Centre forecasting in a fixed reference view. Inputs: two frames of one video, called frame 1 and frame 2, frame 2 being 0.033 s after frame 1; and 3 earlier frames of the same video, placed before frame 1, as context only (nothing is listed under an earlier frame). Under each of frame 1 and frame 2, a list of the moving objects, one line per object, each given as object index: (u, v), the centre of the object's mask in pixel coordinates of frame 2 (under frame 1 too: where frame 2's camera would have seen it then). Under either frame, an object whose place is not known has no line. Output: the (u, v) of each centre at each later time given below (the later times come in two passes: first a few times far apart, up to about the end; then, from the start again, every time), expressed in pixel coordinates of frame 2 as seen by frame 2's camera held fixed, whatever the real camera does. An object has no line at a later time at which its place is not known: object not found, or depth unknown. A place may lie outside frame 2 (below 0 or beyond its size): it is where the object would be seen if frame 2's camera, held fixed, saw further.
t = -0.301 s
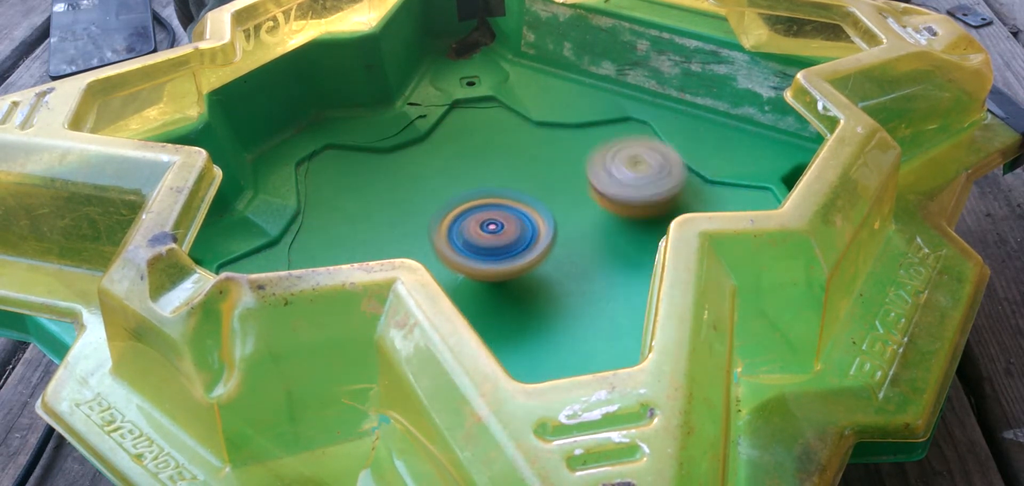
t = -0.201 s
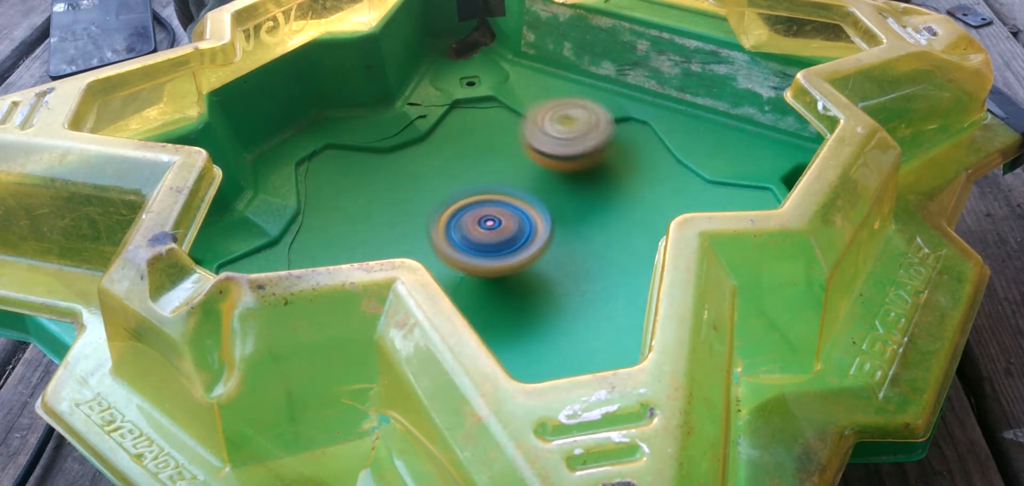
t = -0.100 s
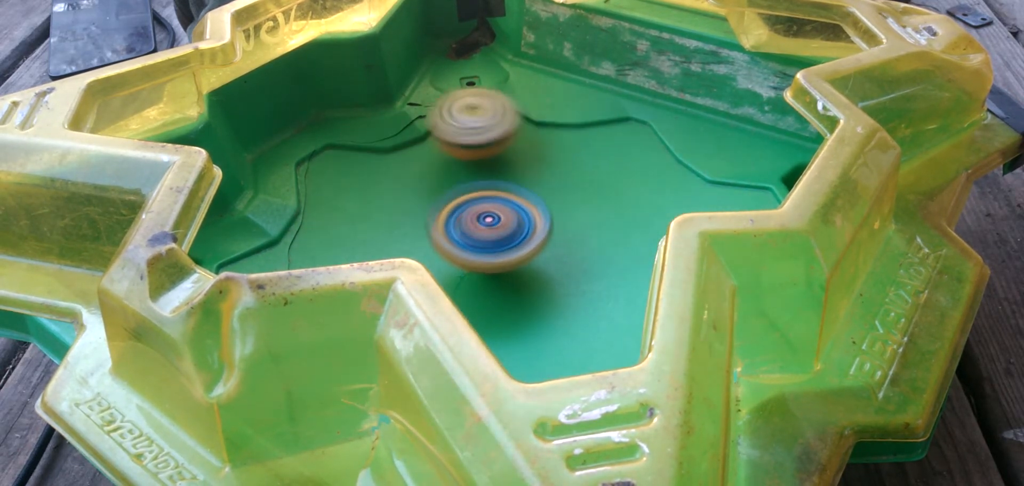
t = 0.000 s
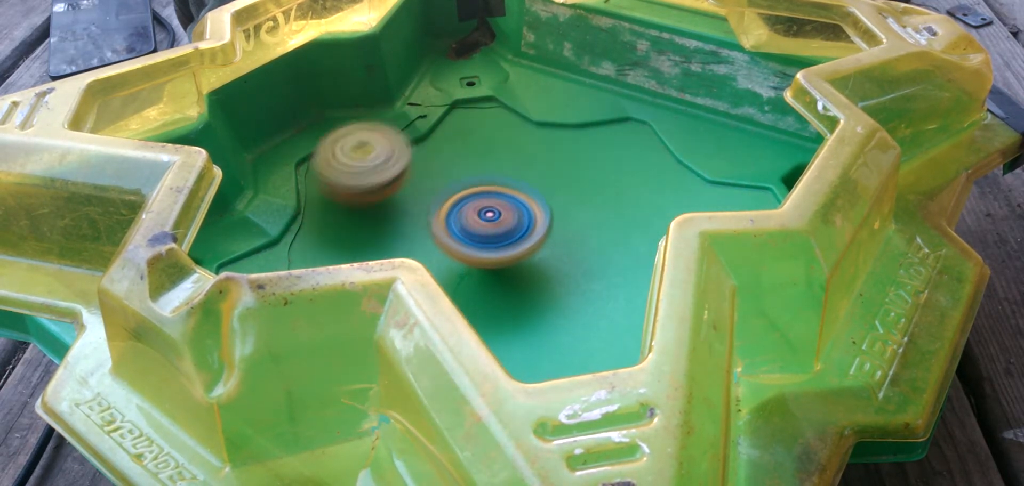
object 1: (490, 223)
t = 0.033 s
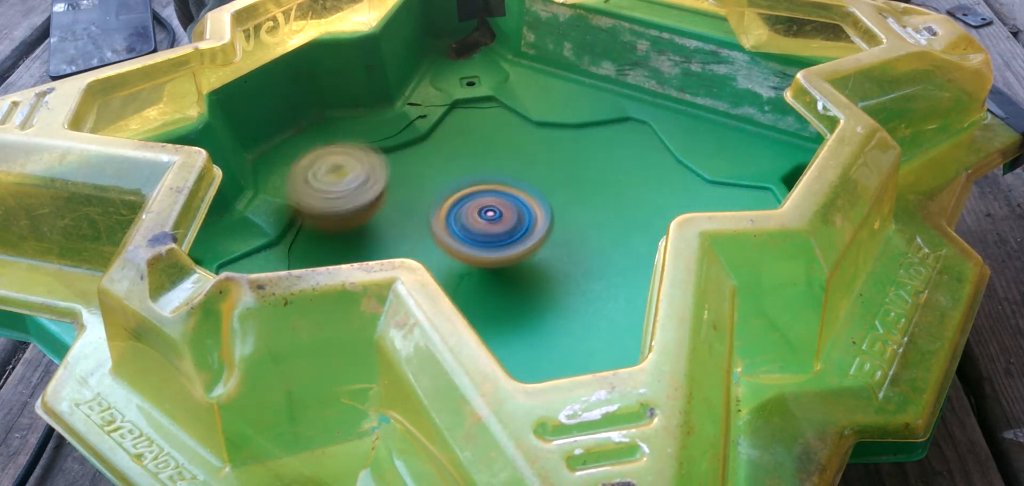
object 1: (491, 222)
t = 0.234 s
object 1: (495, 215)
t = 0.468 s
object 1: (501, 209)
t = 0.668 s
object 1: (506, 209)
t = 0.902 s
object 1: (509, 210)
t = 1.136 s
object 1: (510, 218)
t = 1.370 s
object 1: (512, 224)
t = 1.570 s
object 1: (508, 228)
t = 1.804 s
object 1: (499, 235)
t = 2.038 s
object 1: (492, 238)
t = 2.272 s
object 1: (491, 238)
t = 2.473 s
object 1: (495, 233)
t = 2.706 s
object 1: (503, 222)
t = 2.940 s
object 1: (499, 220)
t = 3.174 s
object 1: (498, 221)
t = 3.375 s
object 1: (498, 220)
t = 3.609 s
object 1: (496, 220)
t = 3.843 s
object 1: (495, 219)
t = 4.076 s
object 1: (497, 216)
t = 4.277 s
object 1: (504, 217)
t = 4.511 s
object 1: (509, 219)
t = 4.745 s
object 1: (507, 225)
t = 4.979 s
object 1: (502, 225)
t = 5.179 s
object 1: (501, 223)
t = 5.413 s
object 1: (502, 222)
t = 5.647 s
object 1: (505, 222)
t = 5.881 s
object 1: (508, 221)
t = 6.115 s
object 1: (507, 222)
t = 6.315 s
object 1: (506, 223)
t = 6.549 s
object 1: (502, 221)
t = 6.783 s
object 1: (505, 219)
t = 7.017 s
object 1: (508, 220)
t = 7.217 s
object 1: (504, 218)
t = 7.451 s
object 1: (499, 216)
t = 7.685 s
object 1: (498, 218)
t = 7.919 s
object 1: (499, 221)
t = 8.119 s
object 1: (502, 225)
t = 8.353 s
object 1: (503, 228)
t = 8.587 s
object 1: (504, 228)
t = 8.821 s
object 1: (504, 227)
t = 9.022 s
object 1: (504, 225)
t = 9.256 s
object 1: (505, 224)
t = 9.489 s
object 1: (508, 224)
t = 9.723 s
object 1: (511, 221)
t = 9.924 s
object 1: (514, 220)
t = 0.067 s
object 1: (491, 221)
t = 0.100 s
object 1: (491, 220)
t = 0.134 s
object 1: (492, 218)
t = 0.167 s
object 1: (493, 217)
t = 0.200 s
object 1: (493, 217)
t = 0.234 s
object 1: (495, 215)
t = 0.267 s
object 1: (496, 215)
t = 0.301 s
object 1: (496, 214)
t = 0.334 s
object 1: (497, 213)
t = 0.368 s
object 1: (498, 212)
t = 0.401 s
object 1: (499, 211)
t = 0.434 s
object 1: (500, 210)
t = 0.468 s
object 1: (501, 209)
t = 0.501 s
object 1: (502, 209)
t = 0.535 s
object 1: (503, 209)
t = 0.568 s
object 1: (503, 209)
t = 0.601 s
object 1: (504, 209)
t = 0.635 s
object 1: (505, 209)
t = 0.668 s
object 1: (506, 209)
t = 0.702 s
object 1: (506, 209)
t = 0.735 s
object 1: (507, 209)
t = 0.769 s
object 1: (508, 209)
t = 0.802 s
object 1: (509, 210)
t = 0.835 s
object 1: (509, 210)
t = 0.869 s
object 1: (509, 210)
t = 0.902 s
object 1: (509, 210)
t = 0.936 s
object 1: (510, 211)
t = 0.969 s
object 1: (511, 212)
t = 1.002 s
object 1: (510, 213)
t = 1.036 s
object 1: (511, 214)
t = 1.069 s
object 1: (511, 215)
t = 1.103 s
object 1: (511, 216)
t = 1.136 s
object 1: (510, 218)
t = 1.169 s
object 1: (510, 219)
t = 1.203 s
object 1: (511, 220)
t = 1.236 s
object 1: (512, 221)
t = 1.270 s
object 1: (513, 223)
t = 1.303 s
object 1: (512, 223)
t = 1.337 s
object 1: (512, 224)
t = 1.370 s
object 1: (512, 224)
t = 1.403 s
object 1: (512, 225)
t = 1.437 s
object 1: (512, 226)
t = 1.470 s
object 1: (510, 227)
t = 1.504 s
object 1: (510, 228)
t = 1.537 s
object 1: (509, 228)
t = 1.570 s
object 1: (508, 228)
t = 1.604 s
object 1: (508, 230)
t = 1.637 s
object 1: (506, 231)
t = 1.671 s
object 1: (504, 232)
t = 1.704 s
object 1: (503, 232)
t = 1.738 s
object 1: (502, 233)
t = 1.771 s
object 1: (501, 234)
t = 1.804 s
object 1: (499, 235)
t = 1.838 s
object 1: (498, 235)
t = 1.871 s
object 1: (496, 235)
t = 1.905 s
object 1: (495, 236)
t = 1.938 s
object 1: (494, 236)
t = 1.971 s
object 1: (494, 236)
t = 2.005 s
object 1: (493, 237)
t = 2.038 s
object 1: (492, 238)
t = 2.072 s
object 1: (491, 238)
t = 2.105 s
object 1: (491, 238)
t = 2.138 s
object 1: (492, 238)
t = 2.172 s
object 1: (492, 238)
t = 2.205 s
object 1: (492, 238)
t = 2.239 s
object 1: (492, 238)
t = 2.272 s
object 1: (491, 238)
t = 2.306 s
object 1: (491, 237)
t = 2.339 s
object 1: (492, 236)
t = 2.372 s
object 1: (492, 235)
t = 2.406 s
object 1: (494, 235)
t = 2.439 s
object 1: (494, 234)
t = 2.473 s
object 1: (495, 233)
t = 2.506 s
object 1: (496, 232)
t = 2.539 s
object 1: (496, 232)
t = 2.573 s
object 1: (498, 229)
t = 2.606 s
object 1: (500, 227)
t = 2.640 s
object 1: (500, 225)
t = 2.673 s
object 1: (502, 223)
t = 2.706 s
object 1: (503, 222)
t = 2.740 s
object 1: (503, 222)
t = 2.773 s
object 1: (502, 222)
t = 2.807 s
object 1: (502, 221)
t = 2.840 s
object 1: (501, 221)
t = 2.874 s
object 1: (501, 221)
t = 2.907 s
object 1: (501, 221)
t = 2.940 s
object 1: (499, 220)
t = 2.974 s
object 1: (499, 220)
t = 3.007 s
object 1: (499, 221)
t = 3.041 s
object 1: (499, 222)
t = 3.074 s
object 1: (498, 222)
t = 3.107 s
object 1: (498, 222)
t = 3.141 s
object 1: (498, 221)
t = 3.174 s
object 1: (498, 221)
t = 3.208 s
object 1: (497, 220)
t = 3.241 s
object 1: (498, 220)
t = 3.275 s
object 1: (498, 220)
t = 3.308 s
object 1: (498, 220)
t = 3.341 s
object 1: (498, 220)
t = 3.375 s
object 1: (498, 220)
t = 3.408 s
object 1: (498, 220)
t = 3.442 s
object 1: (498, 220)
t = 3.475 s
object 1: (498, 220)
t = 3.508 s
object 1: (497, 220)
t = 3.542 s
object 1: (497, 220)
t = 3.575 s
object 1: (497, 220)
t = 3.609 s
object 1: (496, 220)
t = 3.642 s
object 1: (496, 220)
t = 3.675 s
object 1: (496, 220)
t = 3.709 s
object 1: (495, 220)
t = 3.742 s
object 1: (495, 219)
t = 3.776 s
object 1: (495, 219)
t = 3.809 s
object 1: (495, 219)
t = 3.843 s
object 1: (495, 219)
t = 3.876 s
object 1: (495, 219)
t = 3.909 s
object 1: (495, 219)
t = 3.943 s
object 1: (496, 219)
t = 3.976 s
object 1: (496, 218)
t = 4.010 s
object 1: (497, 217)
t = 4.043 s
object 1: (497, 216)
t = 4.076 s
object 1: (497, 216)
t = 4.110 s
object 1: (498, 216)
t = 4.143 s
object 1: (499, 216)
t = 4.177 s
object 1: (501, 216)
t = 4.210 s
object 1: (501, 216)
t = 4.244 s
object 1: (502, 217)
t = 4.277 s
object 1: (504, 217)
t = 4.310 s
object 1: (505, 217)
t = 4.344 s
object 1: (506, 218)
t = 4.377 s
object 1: (507, 218)
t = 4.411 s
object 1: (508, 218)
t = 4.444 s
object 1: (508, 219)
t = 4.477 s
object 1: (509, 219)
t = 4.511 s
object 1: (509, 219)
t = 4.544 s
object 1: (510, 220)
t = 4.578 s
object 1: (510, 221)
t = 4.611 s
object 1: (510, 222)
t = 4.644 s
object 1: (509, 223)
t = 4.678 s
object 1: (508, 224)
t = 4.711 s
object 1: (508, 224)
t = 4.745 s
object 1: (507, 225)
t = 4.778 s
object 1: (506, 225)
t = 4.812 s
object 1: (505, 225)
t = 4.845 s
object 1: (505, 225)
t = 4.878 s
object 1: (504, 225)
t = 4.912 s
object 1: (504, 225)
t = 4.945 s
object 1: (503, 225)
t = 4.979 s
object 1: (502, 225)
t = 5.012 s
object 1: (502, 225)
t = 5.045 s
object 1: (502, 225)
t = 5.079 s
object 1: (502, 225)
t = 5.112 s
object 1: (502, 224)
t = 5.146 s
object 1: (501, 223)
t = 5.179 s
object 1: (501, 223)
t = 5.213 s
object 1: (500, 223)
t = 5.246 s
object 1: (501, 223)
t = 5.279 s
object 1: (501, 223)
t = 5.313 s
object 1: (502, 223)
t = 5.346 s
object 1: (502, 223)
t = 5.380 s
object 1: (502, 222)
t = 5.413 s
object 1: (502, 222)
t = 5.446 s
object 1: (502, 222)
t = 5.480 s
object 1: (503, 222)
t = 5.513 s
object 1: (503, 222)
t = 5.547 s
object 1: (503, 221)
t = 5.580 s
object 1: (504, 221)
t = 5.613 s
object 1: (505, 221)
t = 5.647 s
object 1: (505, 222)
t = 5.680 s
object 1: (506, 221)
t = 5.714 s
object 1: (507, 221)
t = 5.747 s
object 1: (506, 221)
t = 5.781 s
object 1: (507, 221)
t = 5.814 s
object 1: (507, 221)
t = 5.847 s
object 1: (508, 222)
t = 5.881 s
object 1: (508, 221)
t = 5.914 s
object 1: (508, 221)
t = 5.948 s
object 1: (508, 221)
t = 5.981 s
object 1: (508, 221)
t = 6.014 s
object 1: (508, 222)
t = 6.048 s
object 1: (508, 222)
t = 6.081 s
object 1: (508, 222)
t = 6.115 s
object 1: (507, 222)
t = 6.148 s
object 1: (507, 222)
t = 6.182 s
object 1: (507, 223)
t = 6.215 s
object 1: (507, 222)
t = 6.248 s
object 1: (508, 221)
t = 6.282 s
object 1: (508, 222)
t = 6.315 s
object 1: (506, 223)
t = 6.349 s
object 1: (504, 222)
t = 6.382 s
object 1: (504, 221)
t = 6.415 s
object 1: (504, 222)
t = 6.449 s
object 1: (501, 223)
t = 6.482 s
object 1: (500, 221)
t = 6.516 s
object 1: (502, 220)
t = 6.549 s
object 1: (502, 221)
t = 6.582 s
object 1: (502, 221)
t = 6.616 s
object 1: (503, 220)
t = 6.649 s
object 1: (503, 220)
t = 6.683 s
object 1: (504, 221)
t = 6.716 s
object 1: (502, 220)
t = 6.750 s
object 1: (503, 219)
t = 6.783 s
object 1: (505, 219)
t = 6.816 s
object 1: (505, 220)
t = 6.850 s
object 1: (502, 221)
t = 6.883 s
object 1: (501, 220)
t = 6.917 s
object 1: (503, 219)
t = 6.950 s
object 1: (505, 219)
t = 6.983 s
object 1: (507, 221)
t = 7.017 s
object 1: (508, 220)
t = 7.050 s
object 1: (508, 219)
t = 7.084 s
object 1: (508, 219)
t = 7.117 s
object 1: (507, 218)
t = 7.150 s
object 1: (506, 218)
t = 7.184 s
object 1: (504, 218)
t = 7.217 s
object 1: (504, 218)
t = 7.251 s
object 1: (503, 218)
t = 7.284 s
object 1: (502, 218)
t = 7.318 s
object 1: (503, 217)
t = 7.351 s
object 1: (502, 216)
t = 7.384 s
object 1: (502, 216)
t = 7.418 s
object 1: (500, 217)
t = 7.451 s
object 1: (499, 216)
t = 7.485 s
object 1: (498, 217)
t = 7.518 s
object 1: (499, 217)
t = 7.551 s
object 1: (499, 217)
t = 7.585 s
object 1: (499, 217)
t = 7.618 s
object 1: (499, 218)
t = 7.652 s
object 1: (498, 218)
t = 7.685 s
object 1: (498, 218)
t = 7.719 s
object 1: (497, 219)
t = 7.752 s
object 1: (496, 219)
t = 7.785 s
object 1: (497, 220)
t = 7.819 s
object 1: (498, 220)
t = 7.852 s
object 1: (499, 221)
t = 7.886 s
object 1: (499, 221)
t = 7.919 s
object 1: (499, 221)
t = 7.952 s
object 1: (499, 222)
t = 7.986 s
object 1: (499, 223)
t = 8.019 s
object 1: (500, 223)
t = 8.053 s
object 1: (500, 224)
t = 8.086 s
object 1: (501, 224)
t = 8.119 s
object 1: (502, 225)
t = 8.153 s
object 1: (502, 226)
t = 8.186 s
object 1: (503, 226)
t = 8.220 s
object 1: (502, 227)
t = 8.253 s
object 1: (503, 227)
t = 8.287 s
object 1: (502, 228)
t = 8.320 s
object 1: (503, 228)
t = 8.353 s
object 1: (503, 228)
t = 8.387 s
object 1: (504, 228)
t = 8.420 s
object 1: (503, 228)
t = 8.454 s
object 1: (503, 228)
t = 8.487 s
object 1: (502, 228)
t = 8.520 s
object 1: (503, 229)
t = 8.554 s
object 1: (503, 228)
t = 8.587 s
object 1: (504, 228)
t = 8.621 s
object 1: (504, 228)
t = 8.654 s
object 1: (504, 228)
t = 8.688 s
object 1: (504, 228)
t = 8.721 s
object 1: (504, 228)
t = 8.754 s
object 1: (504, 228)
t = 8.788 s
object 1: (504, 228)
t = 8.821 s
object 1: (504, 227)
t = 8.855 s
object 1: (503, 227)
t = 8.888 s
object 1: (503, 227)
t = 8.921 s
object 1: (504, 227)
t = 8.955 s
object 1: (504, 226)
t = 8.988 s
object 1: (504, 226)
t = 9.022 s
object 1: (504, 225)
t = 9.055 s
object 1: (503, 225)
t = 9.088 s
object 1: (503, 225)
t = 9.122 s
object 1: (504, 226)
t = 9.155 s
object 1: (505, 225)
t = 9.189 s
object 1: (505, 224)
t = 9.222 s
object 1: (505, 224)
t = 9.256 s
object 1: (505, 224)
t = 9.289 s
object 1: (505, 224)
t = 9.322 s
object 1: (506, 224)
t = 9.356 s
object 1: (507, 223)
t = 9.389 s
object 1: (507, 223)
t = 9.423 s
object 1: (507, 223)
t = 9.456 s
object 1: (507, 223)
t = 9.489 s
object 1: (508, 224)
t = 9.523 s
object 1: (508, 223)
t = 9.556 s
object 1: (509, 222)
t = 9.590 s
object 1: (510, 222)
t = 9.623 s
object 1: (509, 222)
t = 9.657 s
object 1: (510, 222)
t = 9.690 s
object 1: (510, 222)
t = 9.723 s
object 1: (511, 221)
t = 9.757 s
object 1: (512, 221)
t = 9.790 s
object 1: (512, 221)
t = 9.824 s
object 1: (513, 221)
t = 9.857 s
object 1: (513, 221)
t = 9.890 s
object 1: (514, 221)
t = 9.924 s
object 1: (514, 220)
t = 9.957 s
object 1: (514, 220)
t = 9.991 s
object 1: (514, 220)
